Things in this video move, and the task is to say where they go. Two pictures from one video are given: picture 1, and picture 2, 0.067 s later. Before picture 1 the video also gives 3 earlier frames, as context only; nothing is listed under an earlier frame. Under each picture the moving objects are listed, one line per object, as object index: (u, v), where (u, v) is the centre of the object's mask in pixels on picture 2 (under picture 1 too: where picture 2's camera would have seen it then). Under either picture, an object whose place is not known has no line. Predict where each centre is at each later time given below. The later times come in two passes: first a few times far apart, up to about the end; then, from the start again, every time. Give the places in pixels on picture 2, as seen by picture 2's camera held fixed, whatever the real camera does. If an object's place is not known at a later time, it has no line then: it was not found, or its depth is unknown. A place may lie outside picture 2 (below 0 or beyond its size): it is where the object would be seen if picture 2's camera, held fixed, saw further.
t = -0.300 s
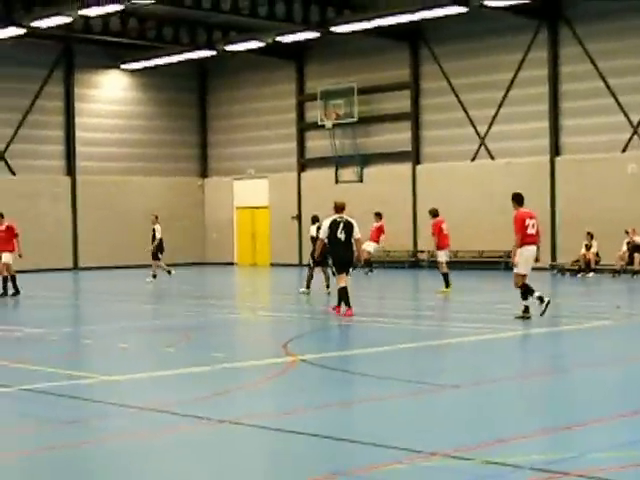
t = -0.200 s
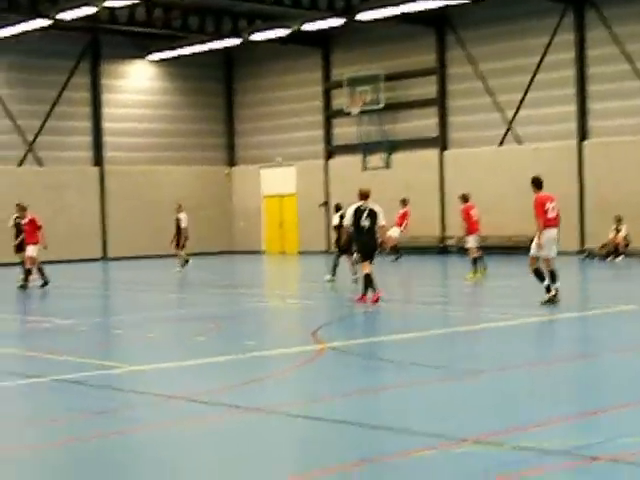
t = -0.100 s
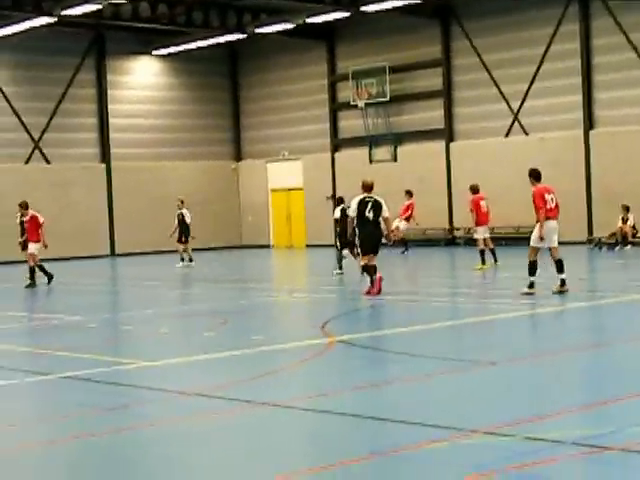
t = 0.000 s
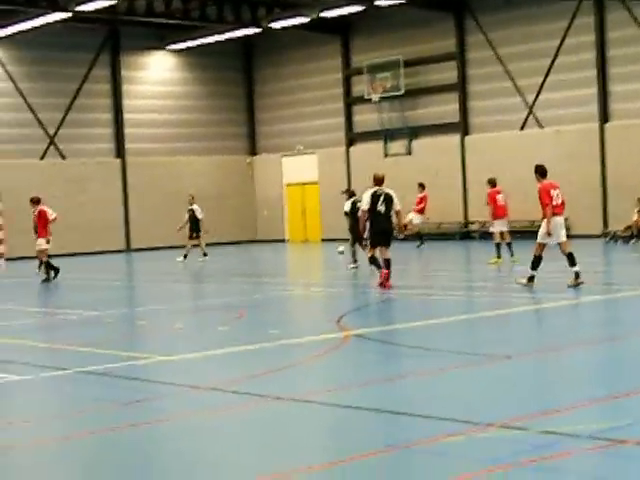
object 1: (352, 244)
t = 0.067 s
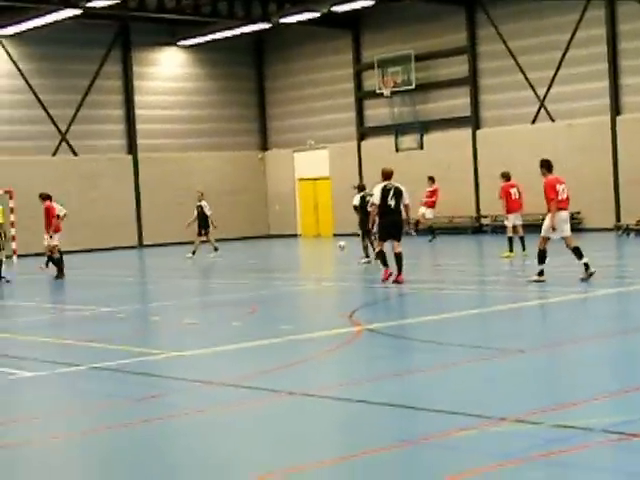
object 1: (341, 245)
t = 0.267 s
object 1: (309, 248)
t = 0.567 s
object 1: (265, 251)
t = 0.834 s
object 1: (227, 255)
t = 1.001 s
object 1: (201, 258)
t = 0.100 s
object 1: (336, 245)
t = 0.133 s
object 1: (330, 245)
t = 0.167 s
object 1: (324, 247)
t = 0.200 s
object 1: (319, 248)
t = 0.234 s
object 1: (314, 248)
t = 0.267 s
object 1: (309, 248)
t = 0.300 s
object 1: (305, 249)
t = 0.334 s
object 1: (299, 249)
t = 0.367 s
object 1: (294, 249)
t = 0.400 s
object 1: (289, 249)
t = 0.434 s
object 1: (283, 250)
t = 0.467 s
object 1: (279, 250)
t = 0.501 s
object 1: (274, 251)
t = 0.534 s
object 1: (269, 251)
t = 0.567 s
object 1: (265, 251)
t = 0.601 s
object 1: (260, 252)
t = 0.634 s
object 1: (254, 252)
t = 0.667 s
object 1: (250, 252)
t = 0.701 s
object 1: (245, 253)
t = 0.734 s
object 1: (240, 254)
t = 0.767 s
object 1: (236, 254)
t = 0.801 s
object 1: (232, 255)
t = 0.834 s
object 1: (227, 255)
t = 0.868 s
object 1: (222, 256)
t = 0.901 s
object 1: (217, 257)
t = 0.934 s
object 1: (212, 257)
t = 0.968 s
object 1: (207, 258)
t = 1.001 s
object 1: (201, 258)
